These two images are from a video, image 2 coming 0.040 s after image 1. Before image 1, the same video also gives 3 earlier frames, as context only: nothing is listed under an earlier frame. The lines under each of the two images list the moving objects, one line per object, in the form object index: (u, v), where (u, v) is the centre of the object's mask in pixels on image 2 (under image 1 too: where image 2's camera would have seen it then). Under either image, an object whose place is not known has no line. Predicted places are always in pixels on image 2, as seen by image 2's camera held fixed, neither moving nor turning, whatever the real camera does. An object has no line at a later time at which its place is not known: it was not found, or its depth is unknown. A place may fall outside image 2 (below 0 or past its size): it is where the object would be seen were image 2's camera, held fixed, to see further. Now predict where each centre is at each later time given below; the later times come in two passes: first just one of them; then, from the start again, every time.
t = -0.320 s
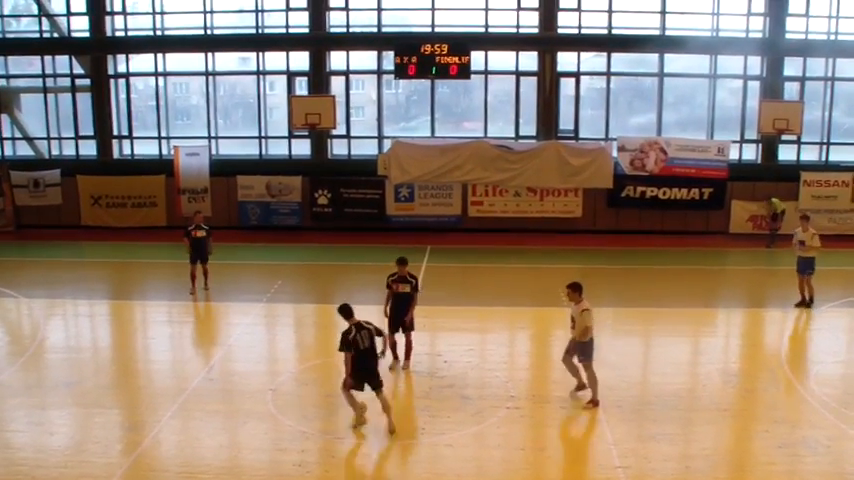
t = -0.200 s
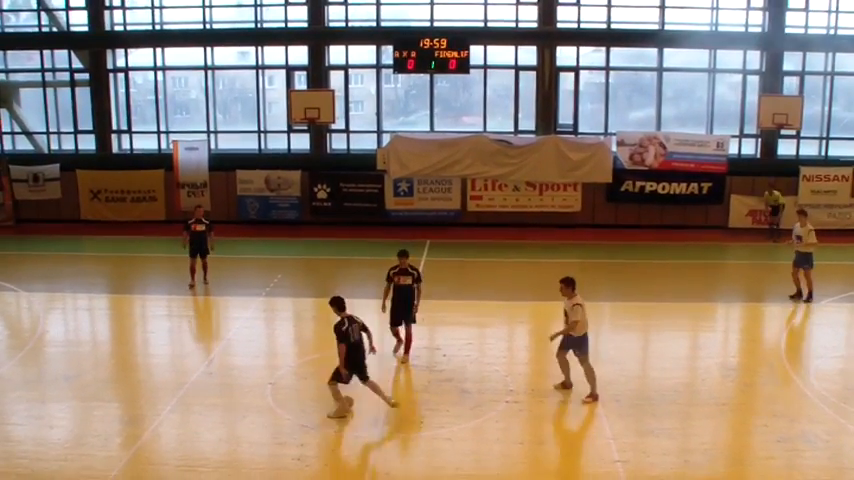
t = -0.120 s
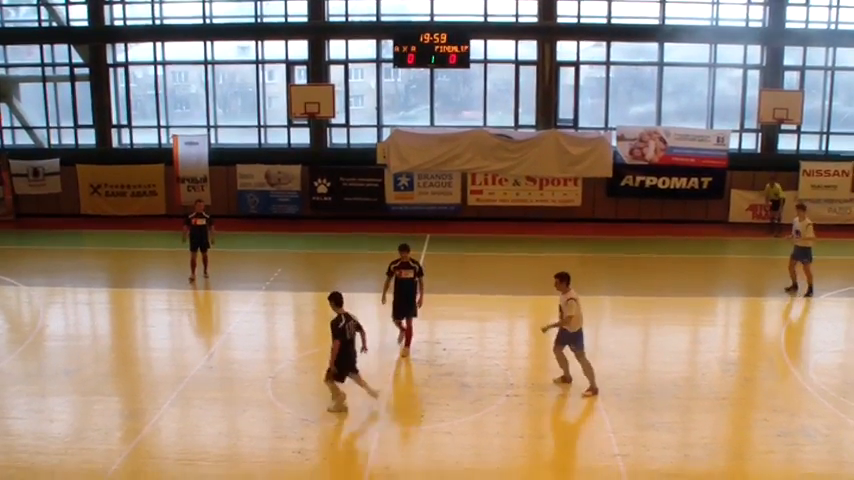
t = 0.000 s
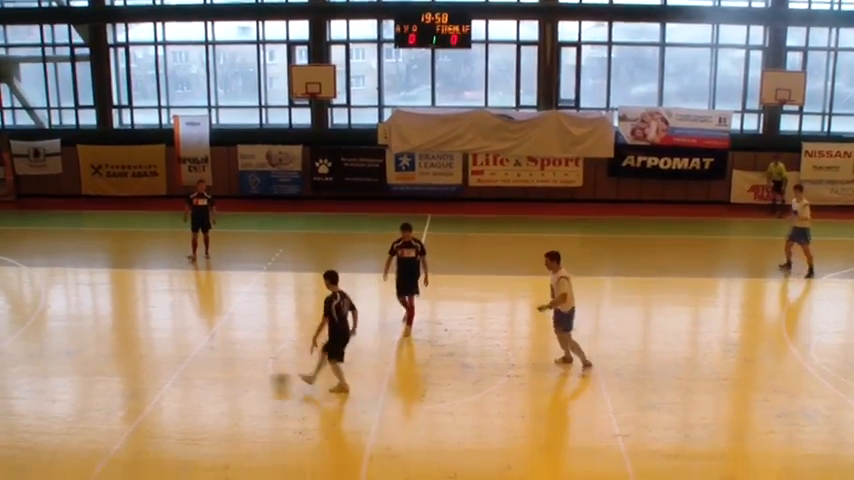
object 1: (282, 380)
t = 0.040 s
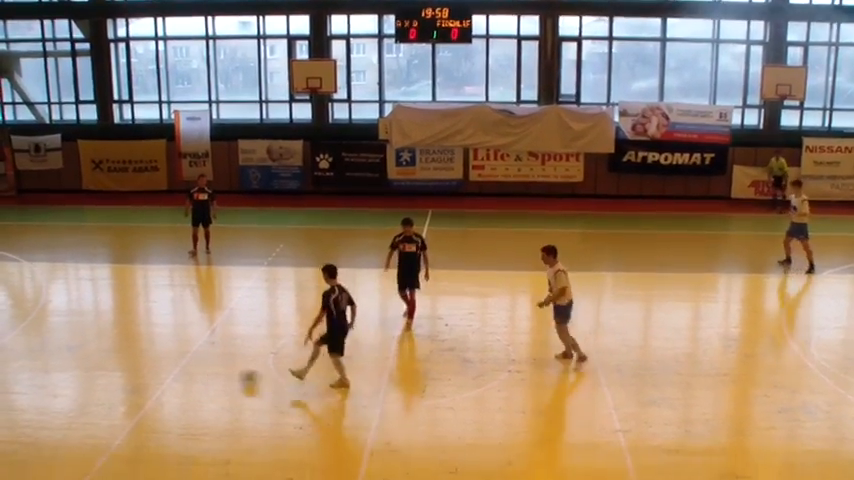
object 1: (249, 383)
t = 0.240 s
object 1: (100, 392)
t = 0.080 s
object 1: (218, 385)
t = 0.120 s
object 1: (188, 387)
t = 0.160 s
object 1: (158, 390)
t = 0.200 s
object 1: (128, 391)
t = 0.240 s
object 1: (100, 392)
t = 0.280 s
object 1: (72, 393)
